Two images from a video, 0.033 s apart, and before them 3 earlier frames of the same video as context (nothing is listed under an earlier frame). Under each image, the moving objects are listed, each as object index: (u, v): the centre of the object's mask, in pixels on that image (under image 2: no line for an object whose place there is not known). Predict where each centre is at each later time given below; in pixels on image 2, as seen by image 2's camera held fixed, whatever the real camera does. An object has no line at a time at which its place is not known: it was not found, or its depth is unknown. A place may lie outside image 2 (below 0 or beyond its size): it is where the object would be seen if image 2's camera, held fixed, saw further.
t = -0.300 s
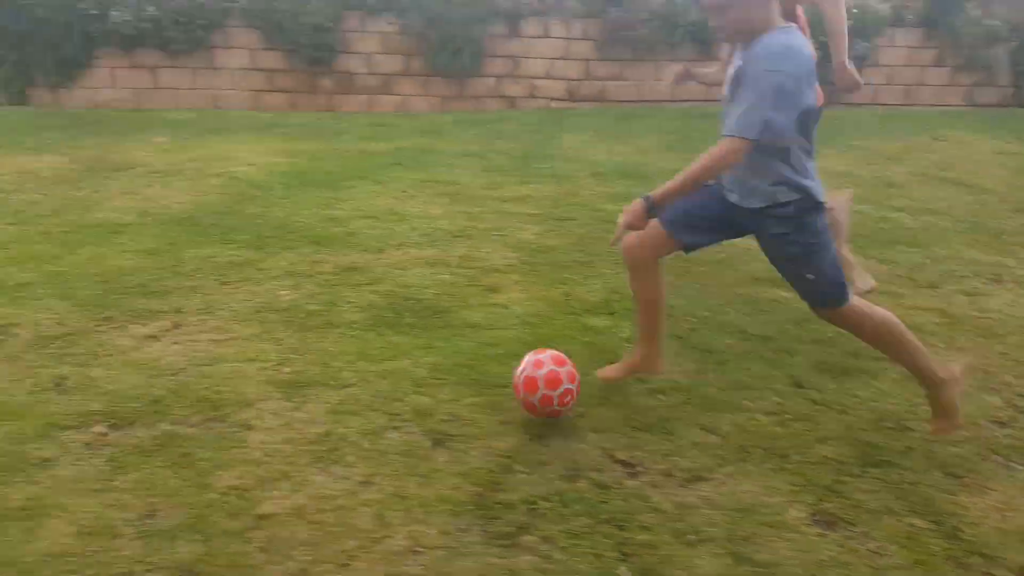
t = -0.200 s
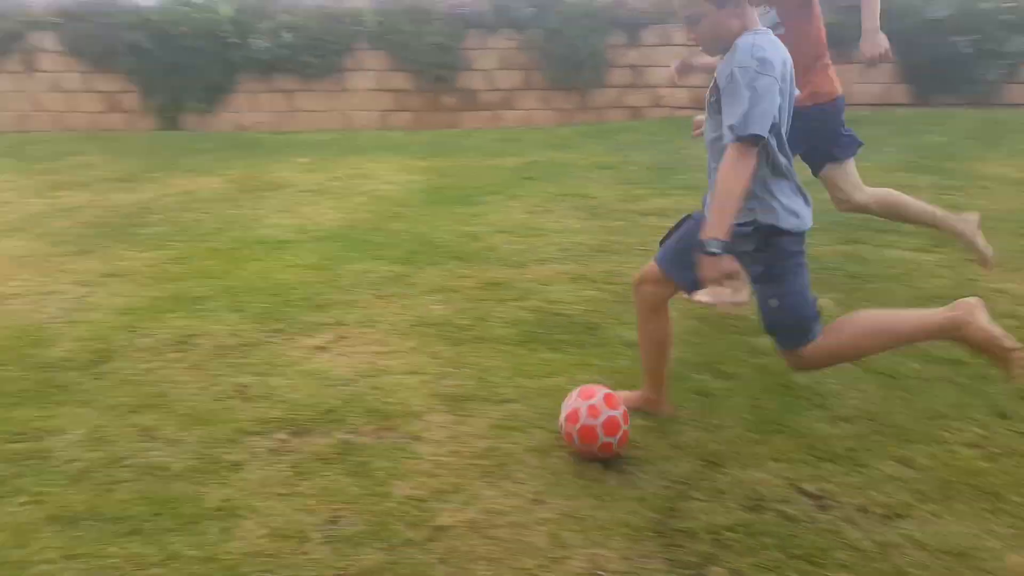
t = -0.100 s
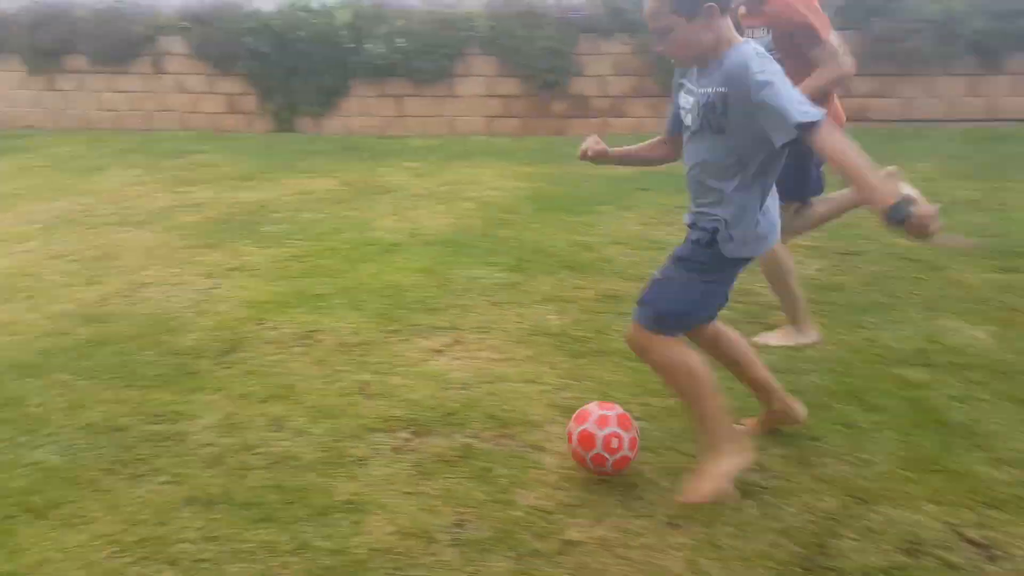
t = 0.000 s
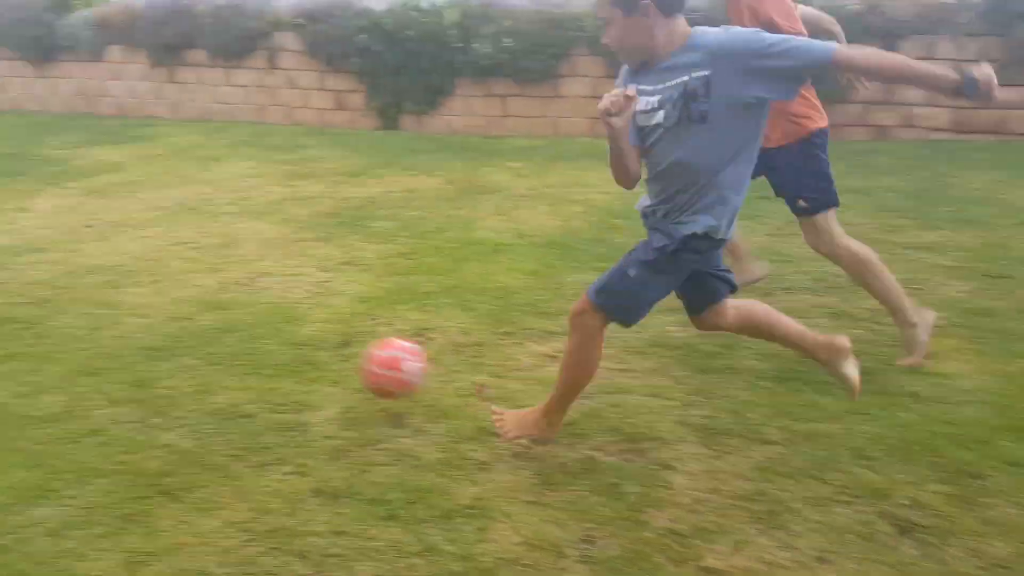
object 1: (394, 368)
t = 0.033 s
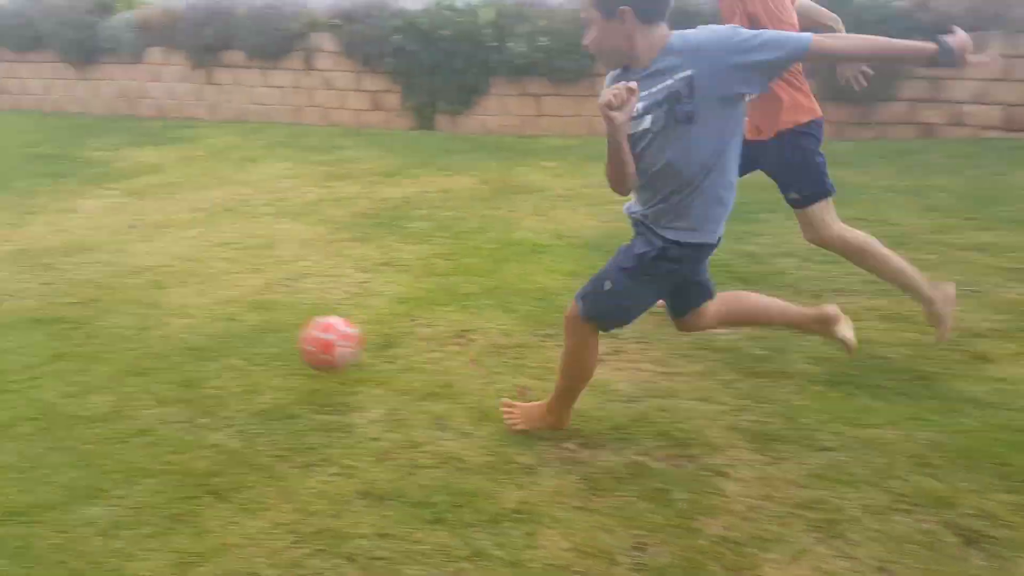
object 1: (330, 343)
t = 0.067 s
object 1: (236, 324)
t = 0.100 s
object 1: (156, 308)
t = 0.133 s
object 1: (85, 296)
